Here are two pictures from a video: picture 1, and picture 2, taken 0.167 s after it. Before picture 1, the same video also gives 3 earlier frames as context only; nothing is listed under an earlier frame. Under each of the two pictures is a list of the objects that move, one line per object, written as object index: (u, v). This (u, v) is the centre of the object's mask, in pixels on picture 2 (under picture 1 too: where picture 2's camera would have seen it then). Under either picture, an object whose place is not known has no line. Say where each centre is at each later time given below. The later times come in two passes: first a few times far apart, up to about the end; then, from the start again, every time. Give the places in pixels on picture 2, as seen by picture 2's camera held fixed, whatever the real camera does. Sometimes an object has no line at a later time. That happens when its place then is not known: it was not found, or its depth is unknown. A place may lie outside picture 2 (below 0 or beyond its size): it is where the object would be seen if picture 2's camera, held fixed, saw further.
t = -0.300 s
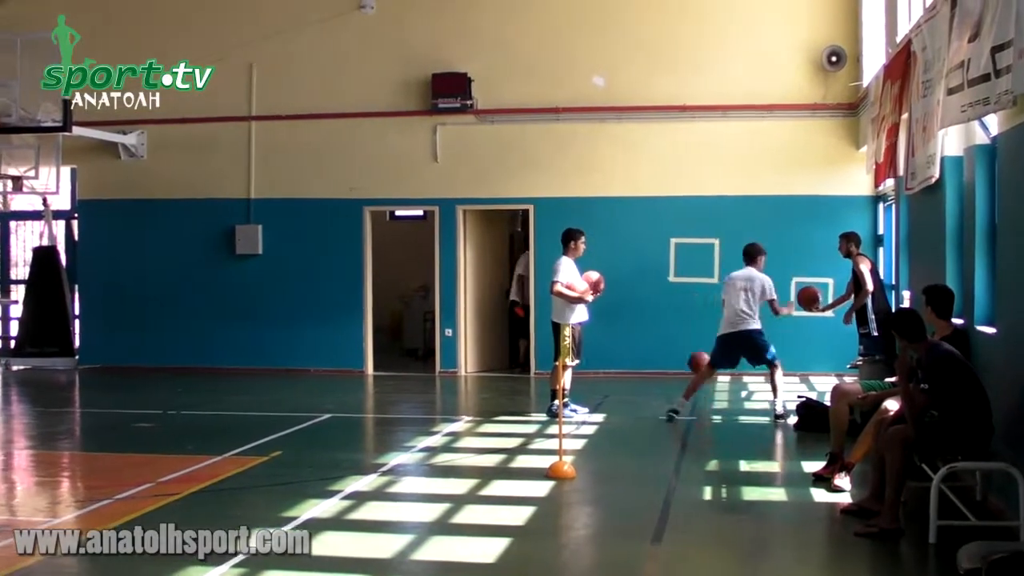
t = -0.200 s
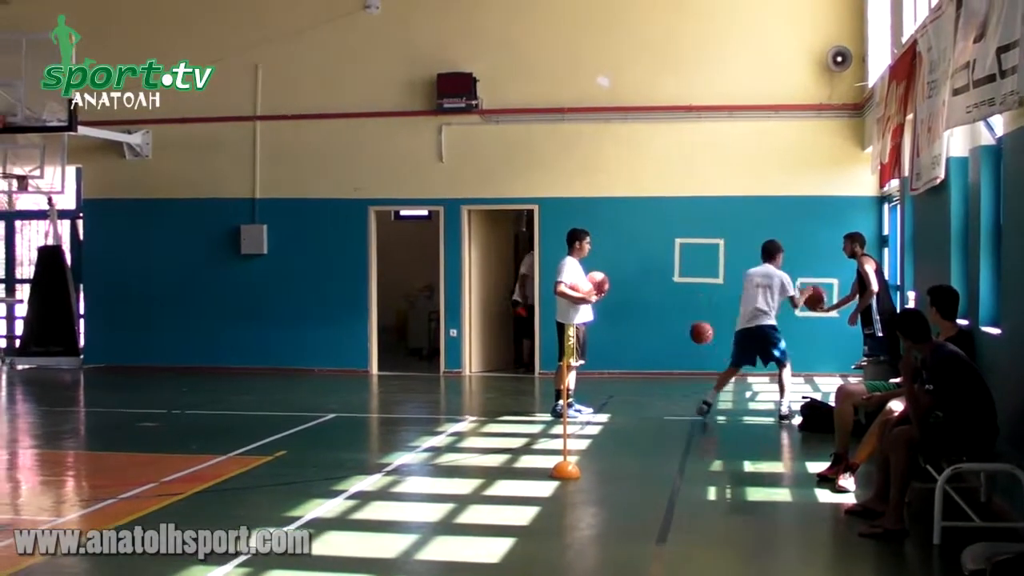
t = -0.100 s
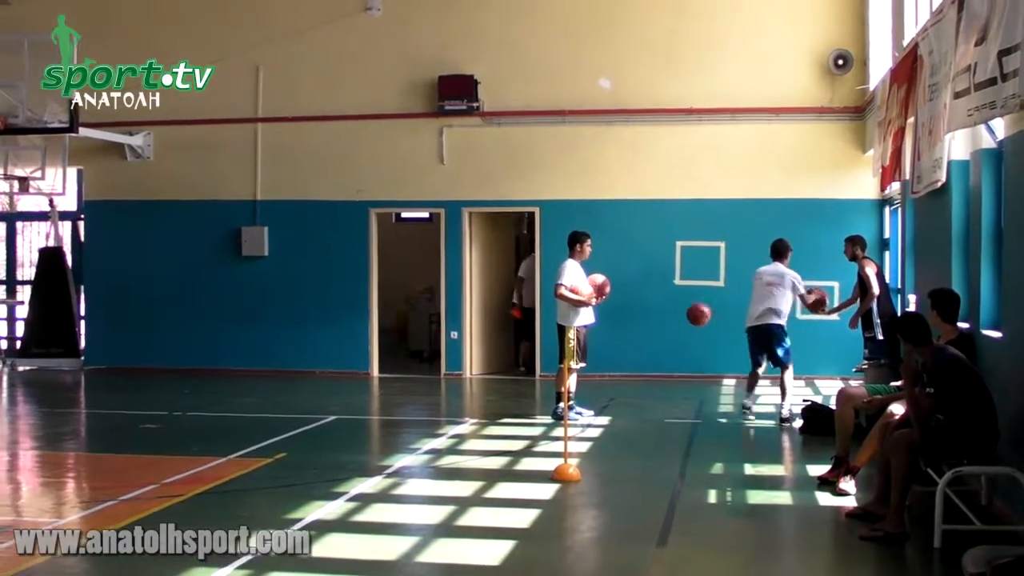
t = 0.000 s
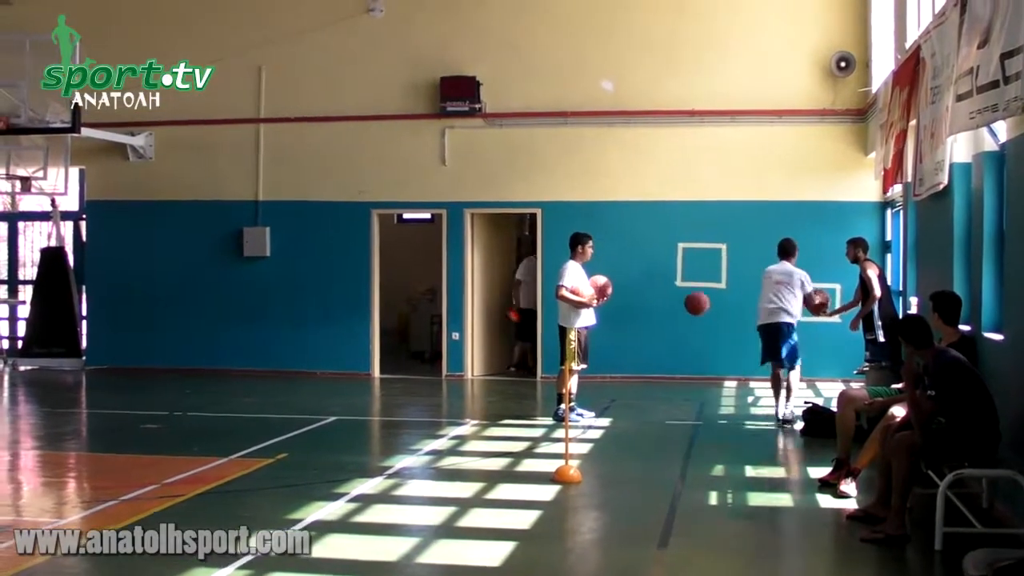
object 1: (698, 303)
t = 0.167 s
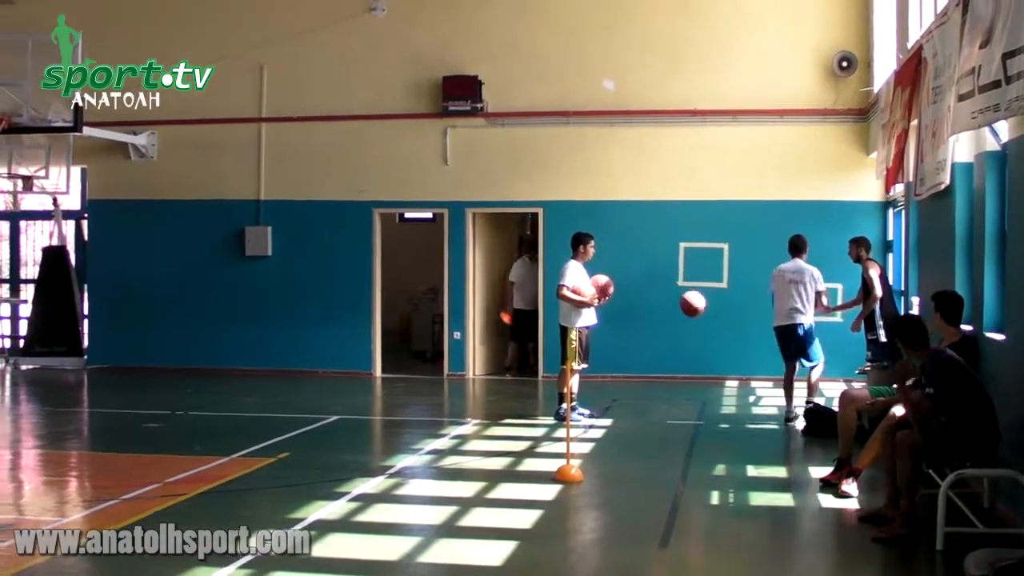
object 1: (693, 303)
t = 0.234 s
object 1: (690, 312)
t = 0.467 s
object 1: (681, 386)
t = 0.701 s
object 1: (669, 378)
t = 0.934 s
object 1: (656, 362)
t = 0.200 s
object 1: (691, 307)
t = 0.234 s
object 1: (690, 312)
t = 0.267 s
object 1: (689, 318)
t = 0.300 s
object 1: (687, 326)
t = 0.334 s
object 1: (686, 335)
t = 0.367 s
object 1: (685, 345)
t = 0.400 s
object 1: (683, 357)
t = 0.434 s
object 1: (682, 371)
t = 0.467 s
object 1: (681, 386)
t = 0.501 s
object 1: (678, 402)
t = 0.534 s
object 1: (676, 419)
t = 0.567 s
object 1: (675, 416)
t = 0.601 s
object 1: (673, 405)
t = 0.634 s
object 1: (672, 394)
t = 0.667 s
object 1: (672, 386)
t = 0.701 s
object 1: (669, 378)
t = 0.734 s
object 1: (668, 372)
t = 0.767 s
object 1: (665, 367)
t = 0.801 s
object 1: (663, 363)
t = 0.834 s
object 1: (662, 361)
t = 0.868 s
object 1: (659, 360)
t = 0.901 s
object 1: (657, 361)
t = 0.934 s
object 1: (656, 362)
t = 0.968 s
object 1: (654, 365)
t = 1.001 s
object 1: (652, 370)
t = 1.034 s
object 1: (650, 376)
